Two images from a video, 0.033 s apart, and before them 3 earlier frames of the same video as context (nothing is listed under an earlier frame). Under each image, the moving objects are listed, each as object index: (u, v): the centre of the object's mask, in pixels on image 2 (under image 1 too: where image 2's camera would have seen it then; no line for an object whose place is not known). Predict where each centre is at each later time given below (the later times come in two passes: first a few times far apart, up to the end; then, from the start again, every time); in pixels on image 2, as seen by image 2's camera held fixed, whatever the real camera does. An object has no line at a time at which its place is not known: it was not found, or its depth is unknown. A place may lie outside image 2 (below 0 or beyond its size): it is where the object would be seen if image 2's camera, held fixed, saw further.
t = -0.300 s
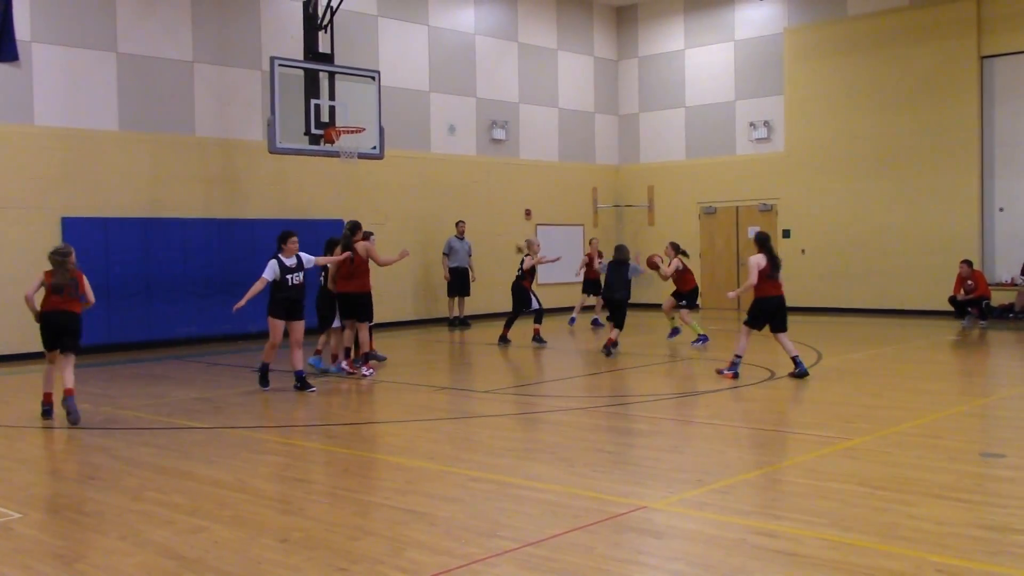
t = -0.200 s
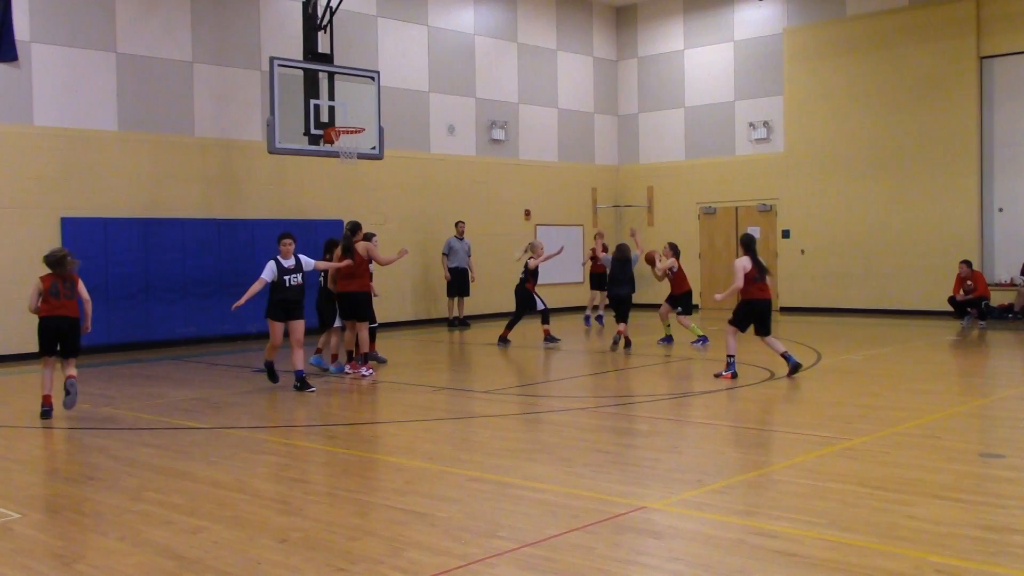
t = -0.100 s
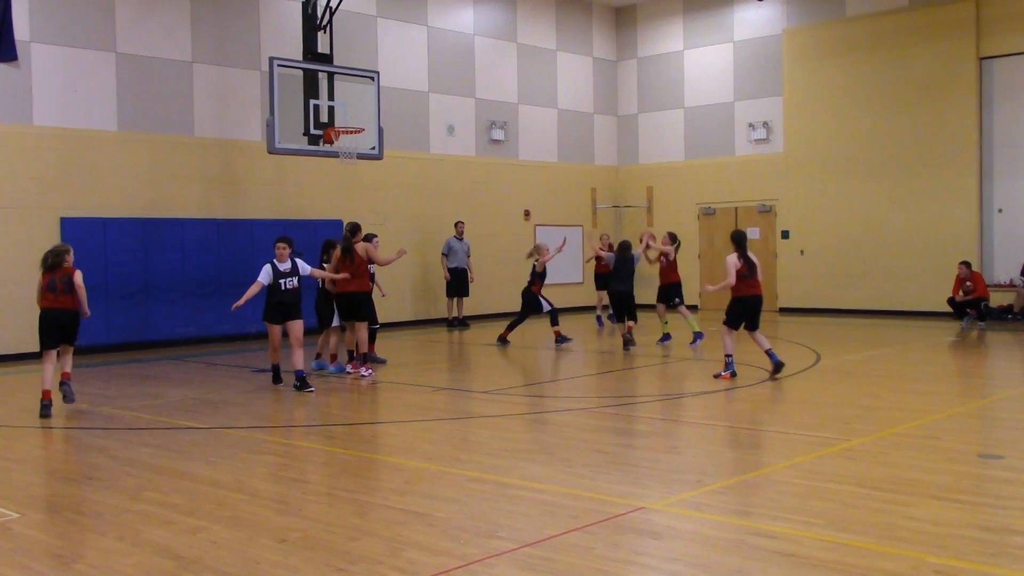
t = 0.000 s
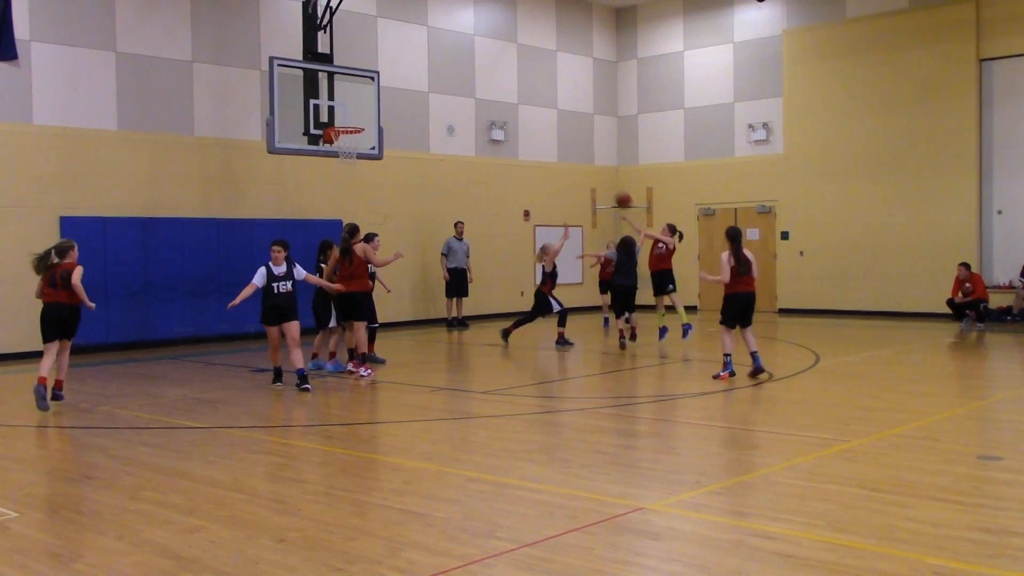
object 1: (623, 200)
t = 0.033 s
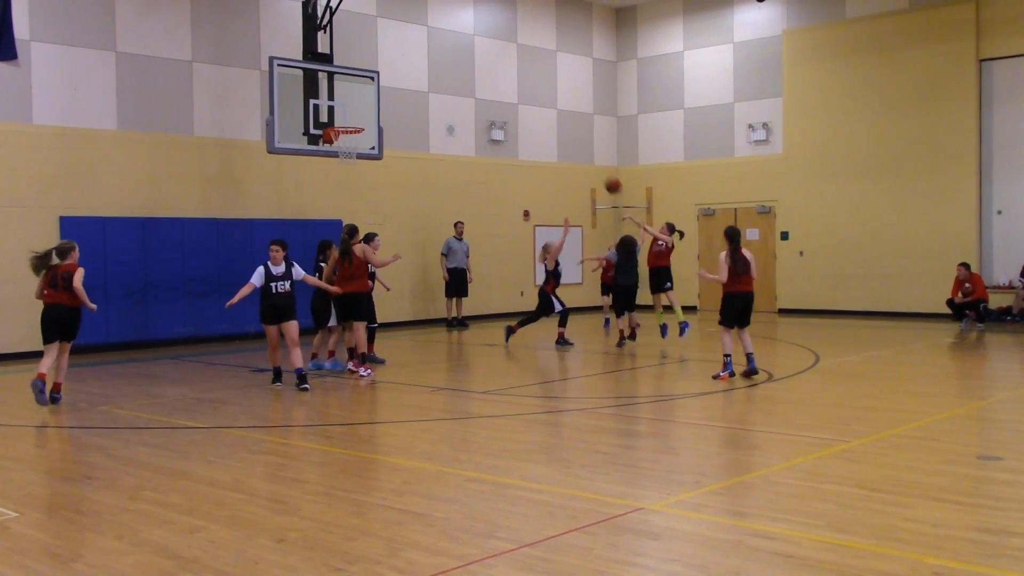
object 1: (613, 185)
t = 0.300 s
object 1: (533, 99)
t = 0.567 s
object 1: (453, 63)
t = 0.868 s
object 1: (366, 83)
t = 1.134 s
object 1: (343, 134)
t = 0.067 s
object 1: (603, 171)
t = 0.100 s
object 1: (593, 159)
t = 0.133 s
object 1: (583, 147)
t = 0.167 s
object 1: (572, 135)
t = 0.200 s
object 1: (563, 125)
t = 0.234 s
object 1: (553, 116)
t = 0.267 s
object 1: (543, 107)
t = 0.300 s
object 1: (533, 99)
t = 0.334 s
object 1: (523, 92)
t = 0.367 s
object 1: (513, 85)
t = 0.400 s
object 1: (503, 80)
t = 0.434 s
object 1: (493, 75)
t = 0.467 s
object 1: (483, 70)
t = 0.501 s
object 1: (473, 67)
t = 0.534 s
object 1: (463, 65)
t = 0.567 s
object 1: (453, 63)
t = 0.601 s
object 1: (443, 62)
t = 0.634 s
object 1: (434, 62)
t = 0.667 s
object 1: (424, 63)
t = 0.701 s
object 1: (414, 64)
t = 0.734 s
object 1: (404, 66)
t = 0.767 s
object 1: (395, 69)
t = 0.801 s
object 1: (386, 73)
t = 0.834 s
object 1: (376, 78)
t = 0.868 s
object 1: (366, 83)
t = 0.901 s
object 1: (357, 90)
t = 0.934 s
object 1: (347, 96)
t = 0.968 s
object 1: (338, 104)
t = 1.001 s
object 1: (338, 109)
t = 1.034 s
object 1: (339, 114)
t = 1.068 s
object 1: (339, 120)
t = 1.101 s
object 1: (340, 128)
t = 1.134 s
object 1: (343, 134)
